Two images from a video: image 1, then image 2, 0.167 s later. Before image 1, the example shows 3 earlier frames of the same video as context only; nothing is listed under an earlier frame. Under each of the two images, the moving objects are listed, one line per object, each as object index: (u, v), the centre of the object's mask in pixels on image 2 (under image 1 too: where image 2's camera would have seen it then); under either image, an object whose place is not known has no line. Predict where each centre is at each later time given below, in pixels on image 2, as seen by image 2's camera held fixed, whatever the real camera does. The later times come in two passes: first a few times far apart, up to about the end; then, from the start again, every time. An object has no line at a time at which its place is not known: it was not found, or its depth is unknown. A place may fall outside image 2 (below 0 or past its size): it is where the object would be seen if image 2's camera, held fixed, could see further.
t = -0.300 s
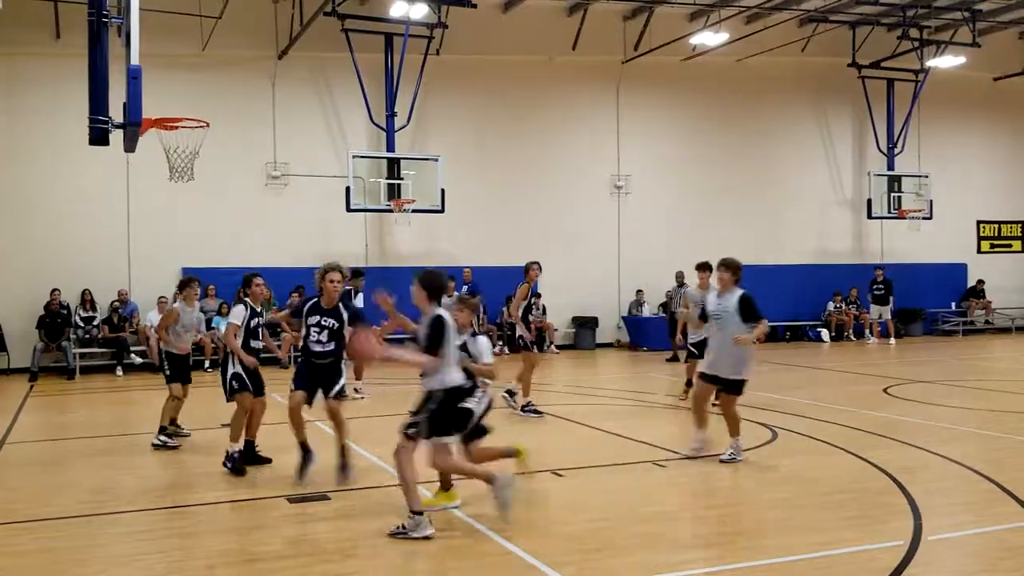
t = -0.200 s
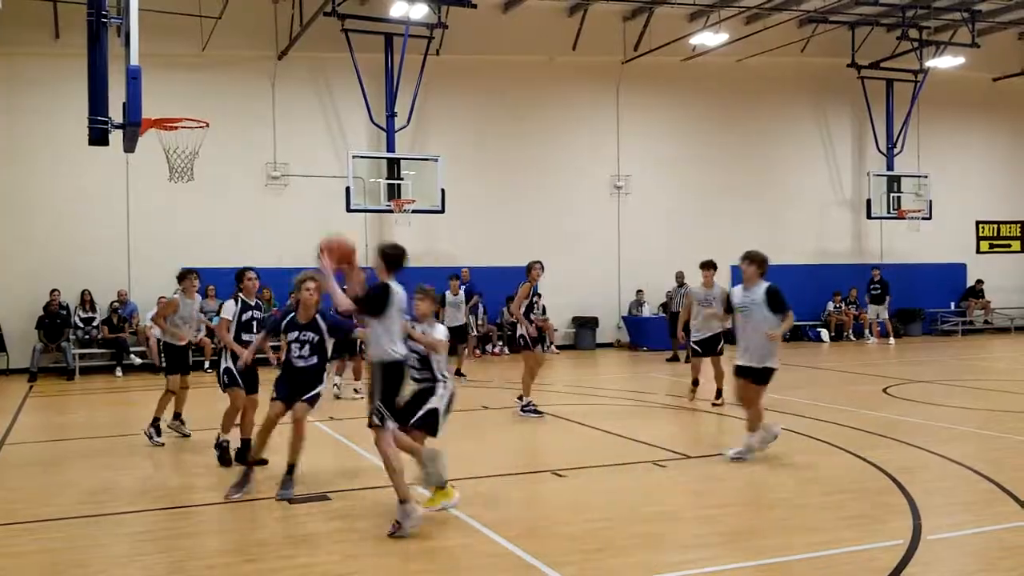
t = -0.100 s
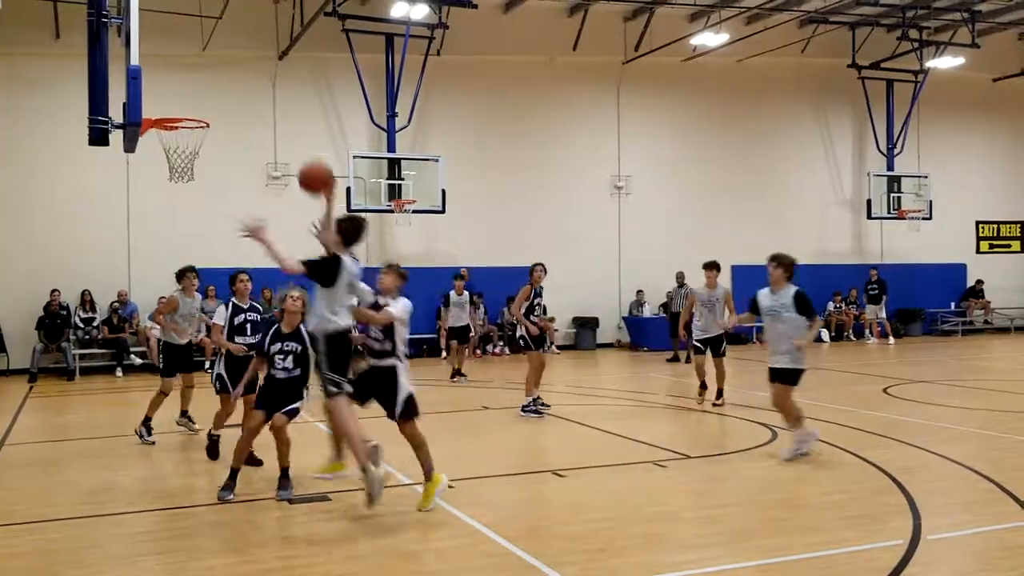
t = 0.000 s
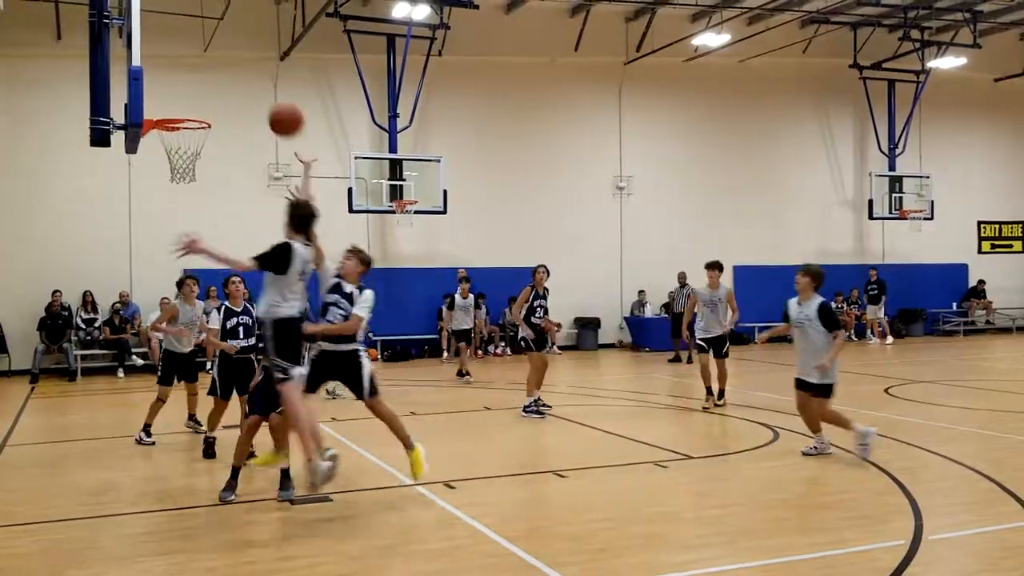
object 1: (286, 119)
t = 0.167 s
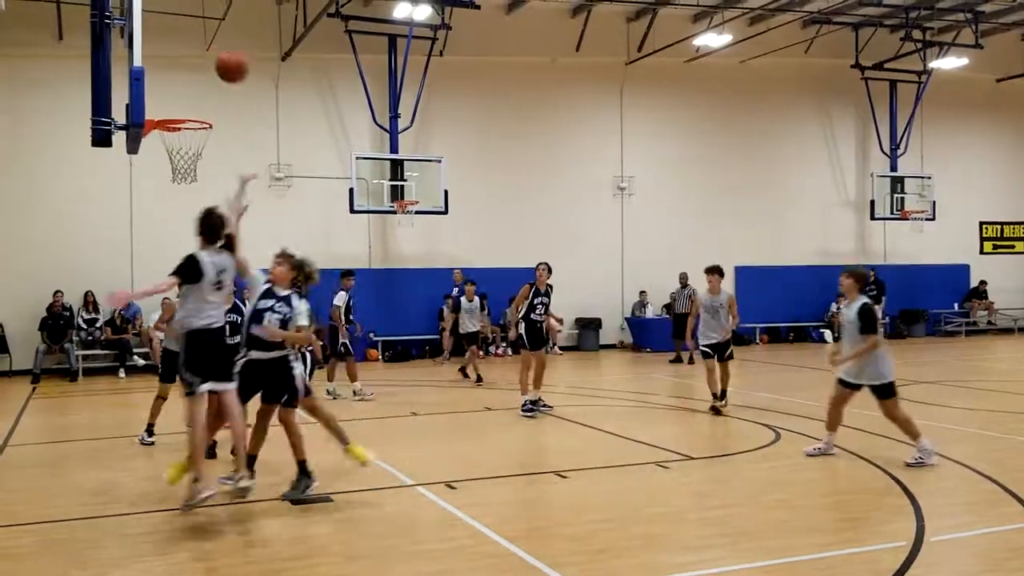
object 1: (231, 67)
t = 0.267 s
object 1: (205, 55)
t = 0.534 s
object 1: (167, 84)
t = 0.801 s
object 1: (209, 71)
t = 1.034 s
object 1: (245, 79)
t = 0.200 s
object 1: (222, 62)
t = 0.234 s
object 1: (212, 58)
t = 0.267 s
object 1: (205, 55)
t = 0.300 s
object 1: (194, 55)
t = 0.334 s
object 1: (184, 54)
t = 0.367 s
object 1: (176, 55)
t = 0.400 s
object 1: (166, 59)
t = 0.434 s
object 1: (159, 63)
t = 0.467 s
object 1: (156, 68)
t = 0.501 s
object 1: (161, 76)
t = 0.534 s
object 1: (167, 84)
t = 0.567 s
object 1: (172, 94)
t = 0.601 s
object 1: (178, 104)
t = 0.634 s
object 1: (183, 103)
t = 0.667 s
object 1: (188, 95)
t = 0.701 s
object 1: (193, 88)
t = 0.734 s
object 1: (198, 81)
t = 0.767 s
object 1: (203, 76)
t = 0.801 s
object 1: (209, 71)
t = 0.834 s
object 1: (213, 68)
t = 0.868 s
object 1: (218, 67)
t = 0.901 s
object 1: (224, 67)
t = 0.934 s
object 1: (229, 67)
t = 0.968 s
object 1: (235, 69)
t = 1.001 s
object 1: (239, 74)
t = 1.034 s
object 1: (245, 79)
